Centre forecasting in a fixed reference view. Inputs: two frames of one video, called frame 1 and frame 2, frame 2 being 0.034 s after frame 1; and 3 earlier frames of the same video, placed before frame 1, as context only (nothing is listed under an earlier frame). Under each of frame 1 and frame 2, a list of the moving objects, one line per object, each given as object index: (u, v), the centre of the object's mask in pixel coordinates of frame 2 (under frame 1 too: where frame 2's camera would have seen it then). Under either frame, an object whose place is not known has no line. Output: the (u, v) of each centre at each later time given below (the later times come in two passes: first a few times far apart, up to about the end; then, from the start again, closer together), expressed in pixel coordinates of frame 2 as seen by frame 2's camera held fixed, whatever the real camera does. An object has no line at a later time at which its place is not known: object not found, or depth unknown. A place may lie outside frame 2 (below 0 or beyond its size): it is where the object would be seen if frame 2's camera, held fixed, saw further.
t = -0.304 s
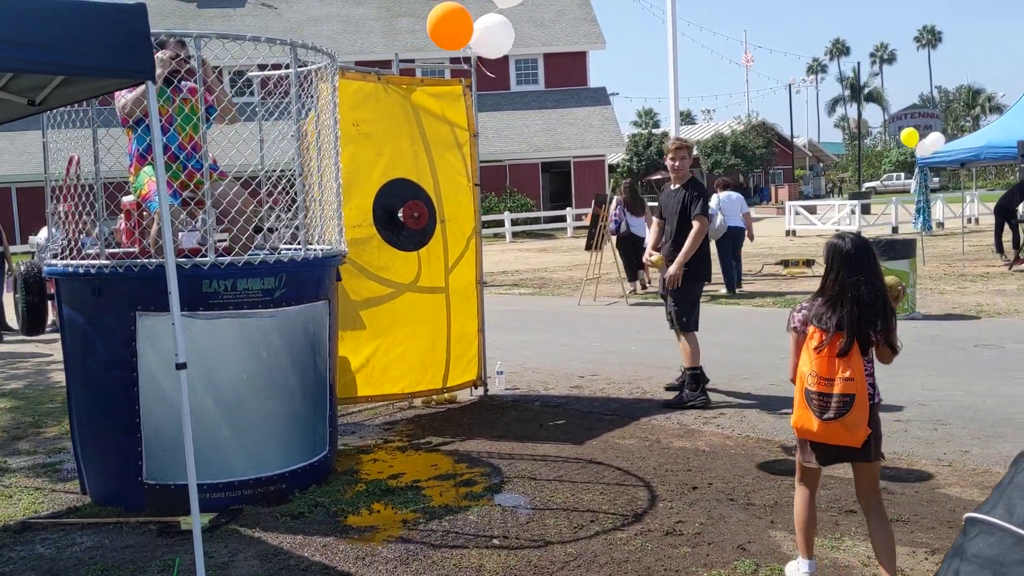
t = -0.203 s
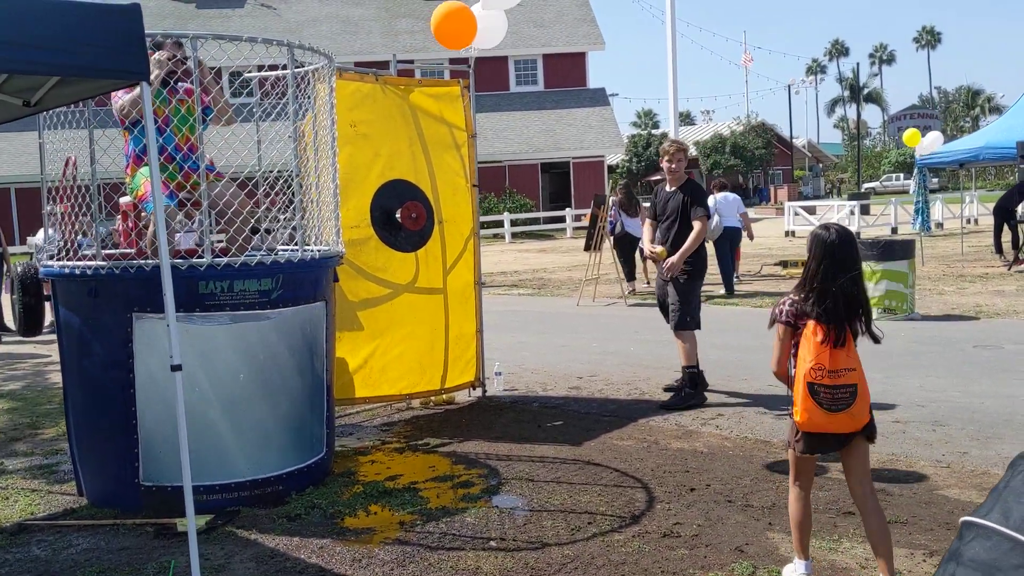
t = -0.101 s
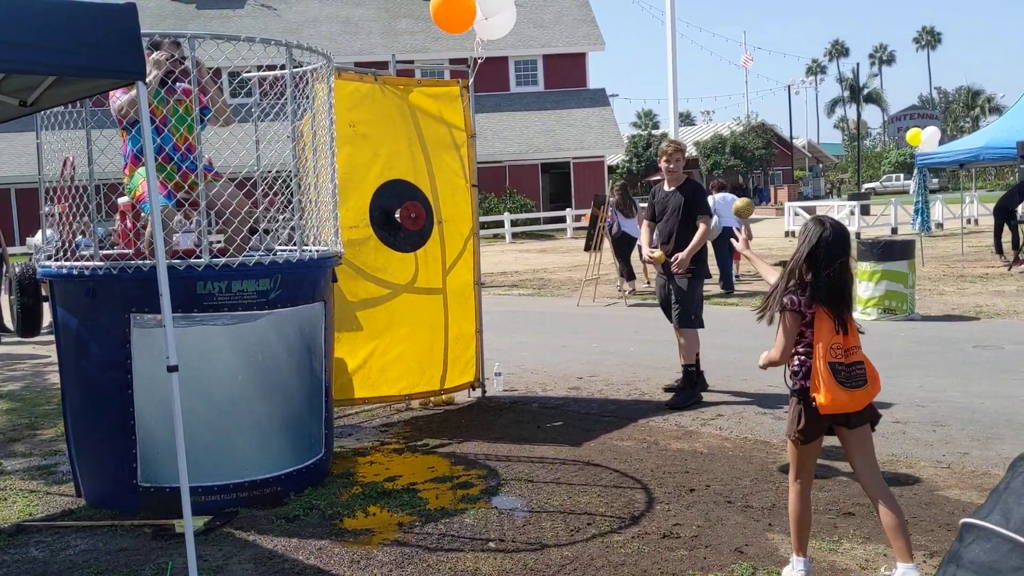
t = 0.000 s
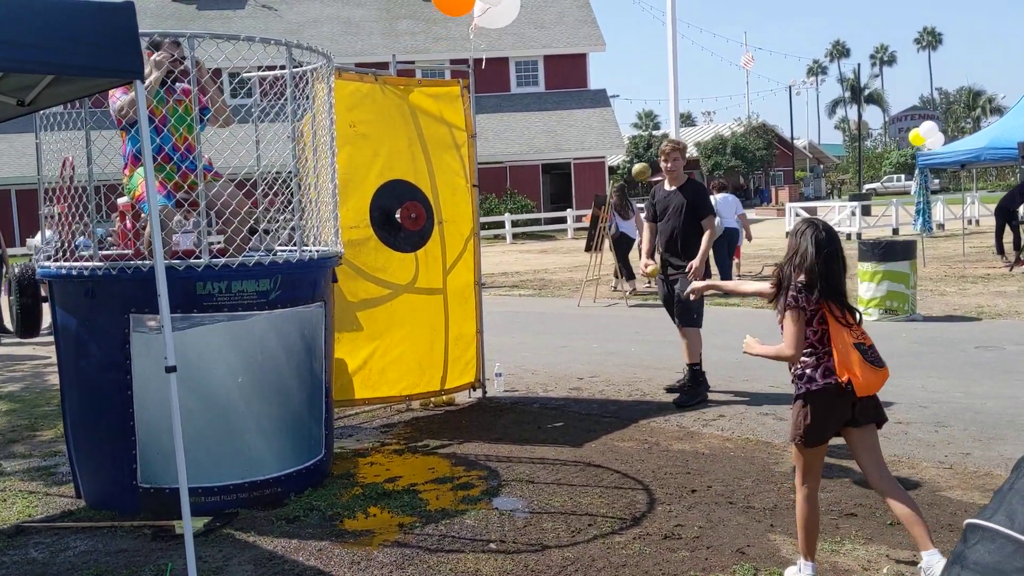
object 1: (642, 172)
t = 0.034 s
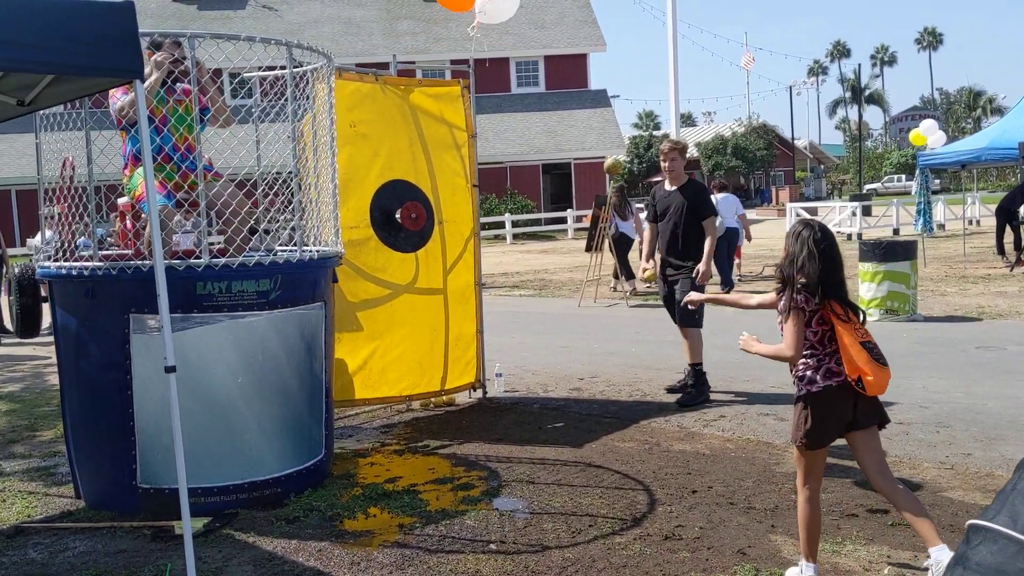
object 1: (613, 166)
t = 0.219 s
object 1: (487, 174)
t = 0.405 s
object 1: (433, 214)
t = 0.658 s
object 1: (524, 279)
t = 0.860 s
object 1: (611, 420)
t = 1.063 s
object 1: (678, 417)
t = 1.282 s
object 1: (754, 438)
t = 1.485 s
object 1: (837, 482)
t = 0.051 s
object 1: (599, 163)
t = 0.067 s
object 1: (586, 163)
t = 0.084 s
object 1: (573, 162)
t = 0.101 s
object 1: (561, 163)
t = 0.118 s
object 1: (549, 163)
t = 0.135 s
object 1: (538, 163)
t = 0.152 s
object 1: (527, 164)
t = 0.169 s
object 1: (517, 166)
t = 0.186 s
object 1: (506, 169)
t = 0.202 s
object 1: (496, 171)
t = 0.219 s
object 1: (487, 174)
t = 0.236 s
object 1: (478, 178)
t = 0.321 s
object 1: (428, 205)
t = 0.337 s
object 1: (421, 210)
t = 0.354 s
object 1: (418, 214)
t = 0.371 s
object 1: (423, 213)
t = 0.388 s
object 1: (429, 213)
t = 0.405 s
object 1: (433, 214)
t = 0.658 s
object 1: (524, 279)
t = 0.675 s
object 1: (530, 287)
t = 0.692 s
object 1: (537, 296)
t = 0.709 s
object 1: (544, 306)
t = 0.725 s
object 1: (551, 316)
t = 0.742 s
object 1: (558, 326)
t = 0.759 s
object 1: (565, 338)
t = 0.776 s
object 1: (573, 350)
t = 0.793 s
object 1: (580, 363)
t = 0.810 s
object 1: (588, 376)
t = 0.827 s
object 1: (595, 390)
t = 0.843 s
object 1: (603, 405)
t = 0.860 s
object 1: (611, 420)
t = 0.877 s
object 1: (619, 436)
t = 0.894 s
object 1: (627, 454)
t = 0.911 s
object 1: (633, 453)
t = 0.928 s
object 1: (637, 447)
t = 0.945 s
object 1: (642, 442)
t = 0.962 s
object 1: (647, 437)
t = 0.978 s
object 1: (652, 432)
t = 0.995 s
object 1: (657, 428)
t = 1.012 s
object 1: (663, 425)
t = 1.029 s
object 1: (668, 421)
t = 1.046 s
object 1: (673, 419)
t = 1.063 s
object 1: (678, 417)
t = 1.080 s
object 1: (684, 415)
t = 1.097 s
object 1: (689, 414)
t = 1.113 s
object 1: (694, 413)
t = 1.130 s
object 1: (700, 414)
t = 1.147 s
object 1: (706, 414)
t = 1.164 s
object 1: (712, 415)
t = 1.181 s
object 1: (717, 416)
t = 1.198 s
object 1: (724, 419)
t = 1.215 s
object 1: (730, 421)
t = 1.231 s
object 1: (736, 425)
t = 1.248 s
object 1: (742, 429)
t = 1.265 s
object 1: (748, 433)
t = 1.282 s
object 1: (754, 438)
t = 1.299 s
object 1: (760, 444)
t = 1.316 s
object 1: (767, 450)
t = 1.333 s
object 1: (773, 456)
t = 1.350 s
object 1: (780, 465)
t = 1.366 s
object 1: (787, 472)
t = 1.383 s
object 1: (793, 481)
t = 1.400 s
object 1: (800, 489)
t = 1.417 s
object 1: (807, 487)
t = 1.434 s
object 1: (815, 485)
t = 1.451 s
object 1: (822, 483)
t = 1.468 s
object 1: (829, 482)
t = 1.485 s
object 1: (837, 482)
